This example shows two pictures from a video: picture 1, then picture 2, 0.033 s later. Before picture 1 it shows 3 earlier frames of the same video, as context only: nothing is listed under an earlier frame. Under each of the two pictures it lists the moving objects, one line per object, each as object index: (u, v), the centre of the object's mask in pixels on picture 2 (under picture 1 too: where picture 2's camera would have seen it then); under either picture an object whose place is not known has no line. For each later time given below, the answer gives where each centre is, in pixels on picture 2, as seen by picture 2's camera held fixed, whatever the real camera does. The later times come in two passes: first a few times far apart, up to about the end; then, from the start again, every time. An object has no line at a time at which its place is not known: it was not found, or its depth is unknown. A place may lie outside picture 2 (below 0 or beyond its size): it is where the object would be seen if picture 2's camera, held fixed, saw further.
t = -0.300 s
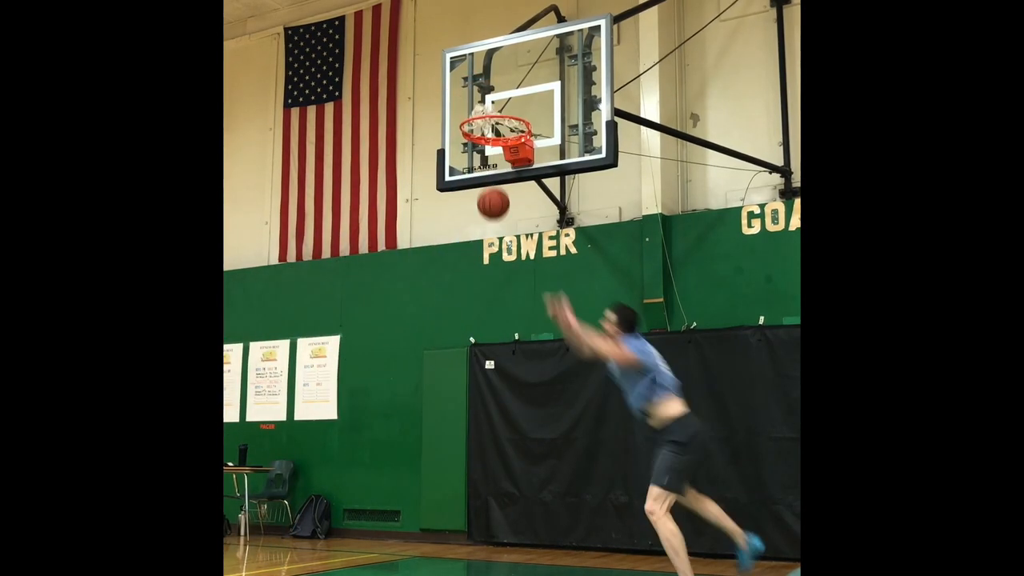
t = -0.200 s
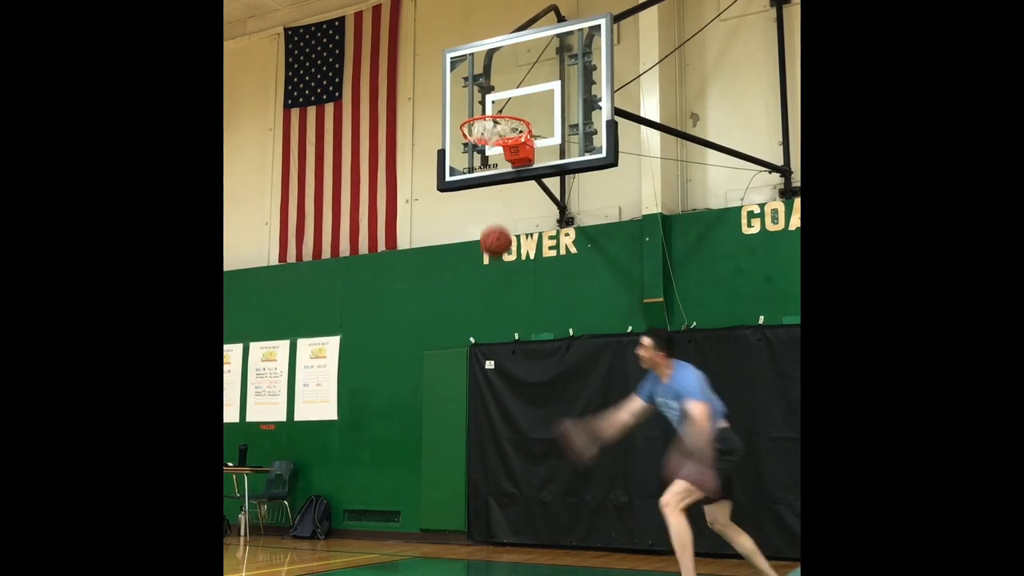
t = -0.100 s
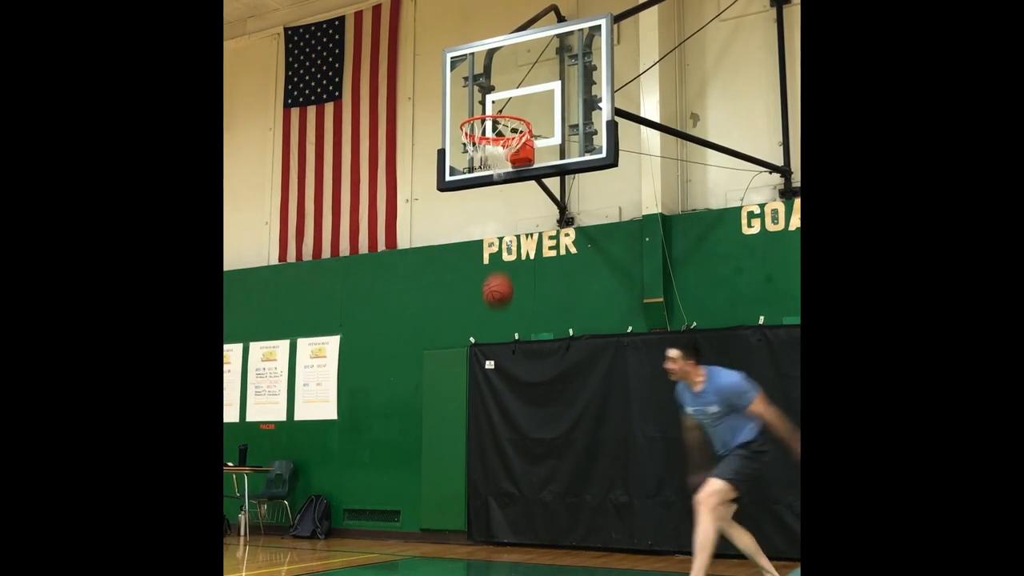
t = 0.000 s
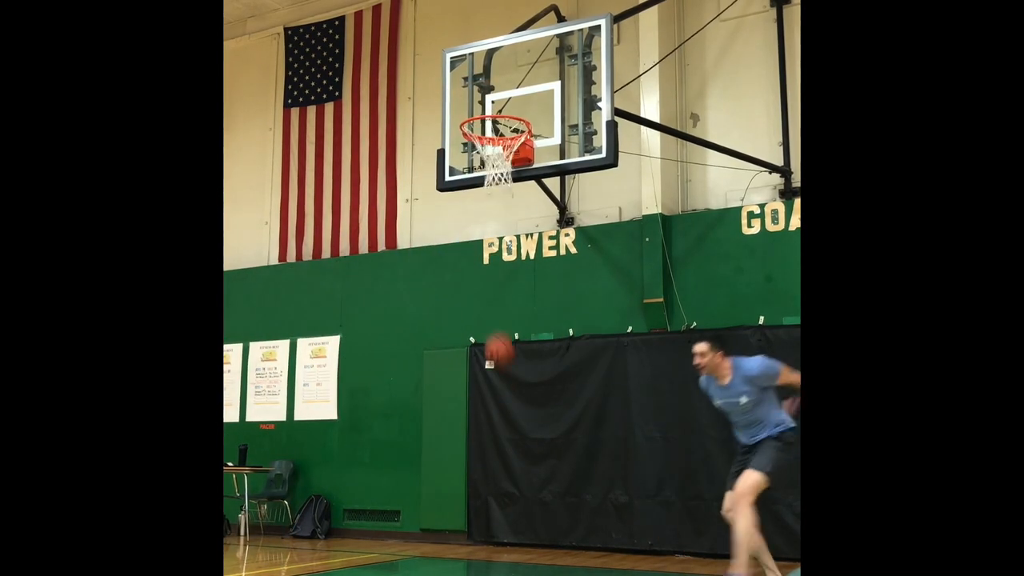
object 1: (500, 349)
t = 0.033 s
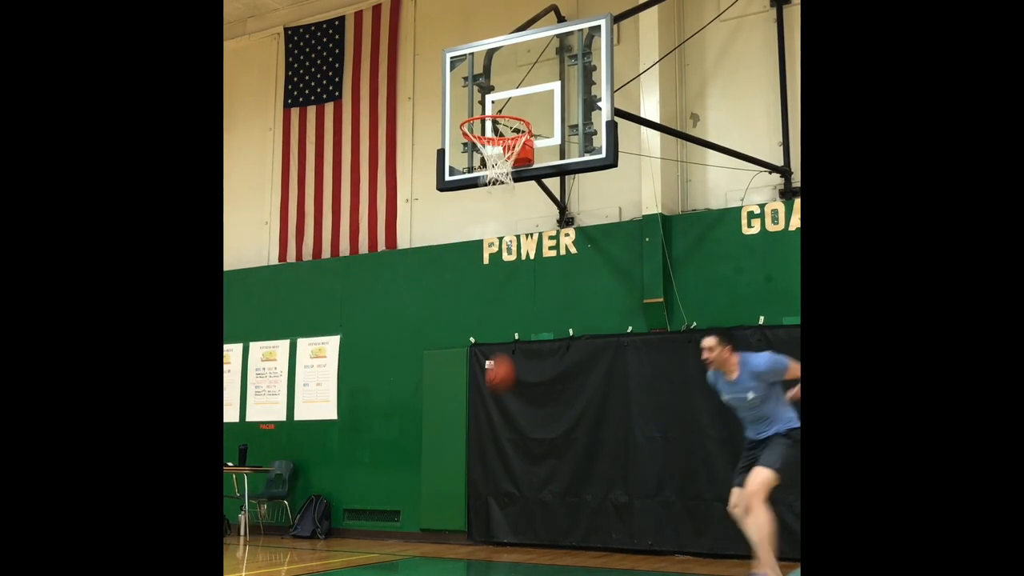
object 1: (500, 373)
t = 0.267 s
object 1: (504, 552)
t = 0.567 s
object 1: (545, 397)
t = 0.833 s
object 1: (575, 368)
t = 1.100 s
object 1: (573, 389)
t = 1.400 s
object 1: (554, 493)
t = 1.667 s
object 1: (540, 477)
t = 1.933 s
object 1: (527, 441)
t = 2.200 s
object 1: (515, 488)
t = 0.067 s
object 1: (500, 396)
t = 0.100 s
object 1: (501, 422)
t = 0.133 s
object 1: (501, 450)
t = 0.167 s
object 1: (502, 478)
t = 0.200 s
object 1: (502, 507)
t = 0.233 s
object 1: (502, 537)
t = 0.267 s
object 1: (504, 552)
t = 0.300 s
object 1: (509, 525)
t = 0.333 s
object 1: (515, 503)
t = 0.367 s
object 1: (519, 482)
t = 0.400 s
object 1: (524, 463)
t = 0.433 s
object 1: (528, 447)
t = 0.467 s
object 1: (532, 432)
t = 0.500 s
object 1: (536, 419)
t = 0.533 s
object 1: (541, 407)
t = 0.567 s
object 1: (545, 397)
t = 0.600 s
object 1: (549, 389)
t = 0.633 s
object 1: (553, 382)
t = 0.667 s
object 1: (557, 377)
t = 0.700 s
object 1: (560, 372)
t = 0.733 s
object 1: (564, 369)
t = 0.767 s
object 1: (567, 368)
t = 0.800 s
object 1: (570, 367)
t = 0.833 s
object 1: (575, 368)
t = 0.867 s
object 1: (578, 370)
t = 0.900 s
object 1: (582, 373)
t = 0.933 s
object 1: (584, 376)
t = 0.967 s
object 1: (582, 377)
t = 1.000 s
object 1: (580, 378)
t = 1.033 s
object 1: (577, 381)
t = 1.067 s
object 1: (575, 385)
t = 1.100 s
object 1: (573, 389)
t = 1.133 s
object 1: (571, 396)
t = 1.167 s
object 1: (568, 403)
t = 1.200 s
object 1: (566, 411)
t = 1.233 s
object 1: (564, 421)
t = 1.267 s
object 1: (562, 433)
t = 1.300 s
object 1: (560, 446)
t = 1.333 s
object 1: (558, 460)
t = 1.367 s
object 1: (556, 476)
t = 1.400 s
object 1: (554, 493)
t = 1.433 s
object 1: (551, 511)
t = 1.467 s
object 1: (549, 531)
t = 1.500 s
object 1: (548, 542)
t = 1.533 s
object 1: (546, 527)
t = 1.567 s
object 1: (544, 512)
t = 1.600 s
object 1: (543, 499)
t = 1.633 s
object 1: (541, 487)
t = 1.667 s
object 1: (540, 477)
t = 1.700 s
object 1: (538, 468)
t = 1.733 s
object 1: (537, 460)
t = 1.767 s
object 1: (535, 454)
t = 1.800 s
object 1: (533, 448)
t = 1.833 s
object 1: (532, 445)
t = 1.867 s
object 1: (530, 442)
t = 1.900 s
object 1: (529, 441)
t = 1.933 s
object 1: (527, 441)
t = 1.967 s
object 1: (526, 442)
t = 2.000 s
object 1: (525, 445)
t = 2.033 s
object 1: (523, 448)
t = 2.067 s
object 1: (521, 453)
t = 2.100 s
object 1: (520, 459)
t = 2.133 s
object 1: (518, 467)
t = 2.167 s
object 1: (516, 476)
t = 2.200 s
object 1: (515, 488)
